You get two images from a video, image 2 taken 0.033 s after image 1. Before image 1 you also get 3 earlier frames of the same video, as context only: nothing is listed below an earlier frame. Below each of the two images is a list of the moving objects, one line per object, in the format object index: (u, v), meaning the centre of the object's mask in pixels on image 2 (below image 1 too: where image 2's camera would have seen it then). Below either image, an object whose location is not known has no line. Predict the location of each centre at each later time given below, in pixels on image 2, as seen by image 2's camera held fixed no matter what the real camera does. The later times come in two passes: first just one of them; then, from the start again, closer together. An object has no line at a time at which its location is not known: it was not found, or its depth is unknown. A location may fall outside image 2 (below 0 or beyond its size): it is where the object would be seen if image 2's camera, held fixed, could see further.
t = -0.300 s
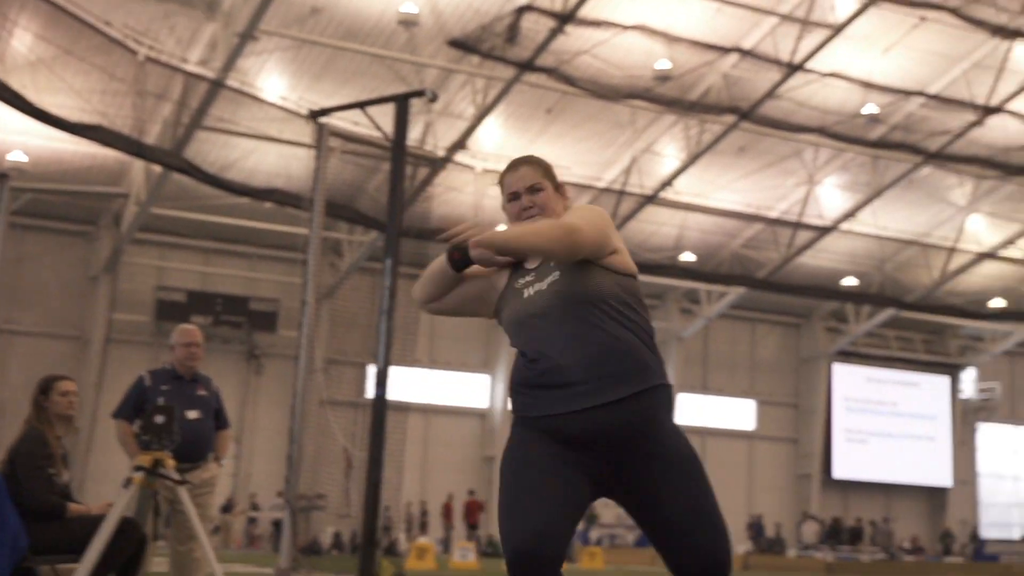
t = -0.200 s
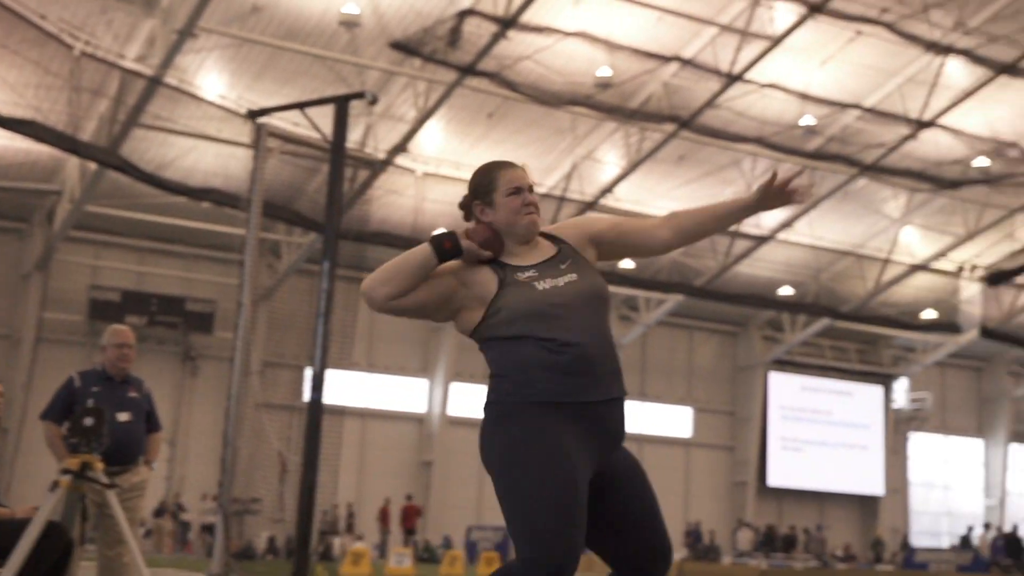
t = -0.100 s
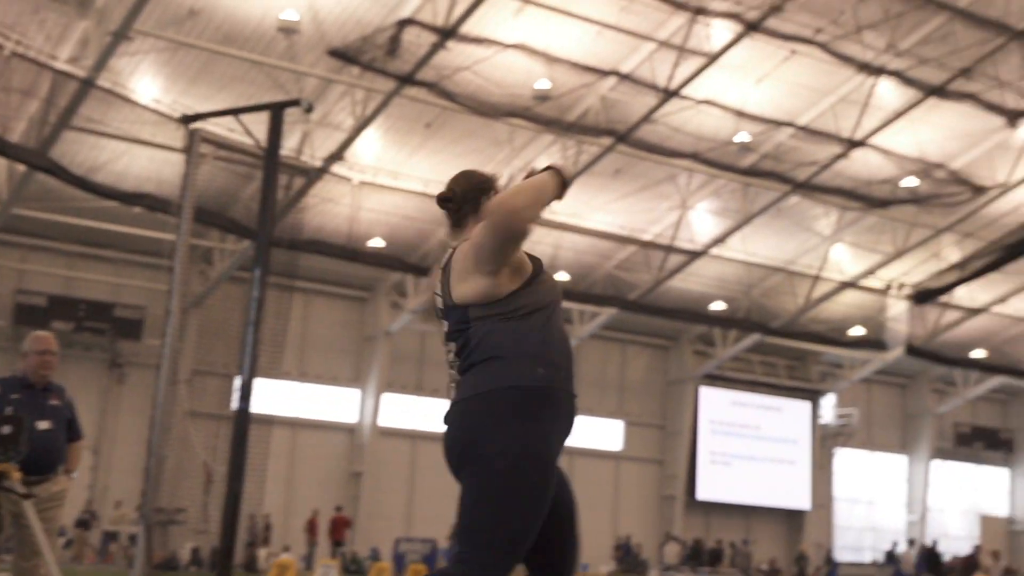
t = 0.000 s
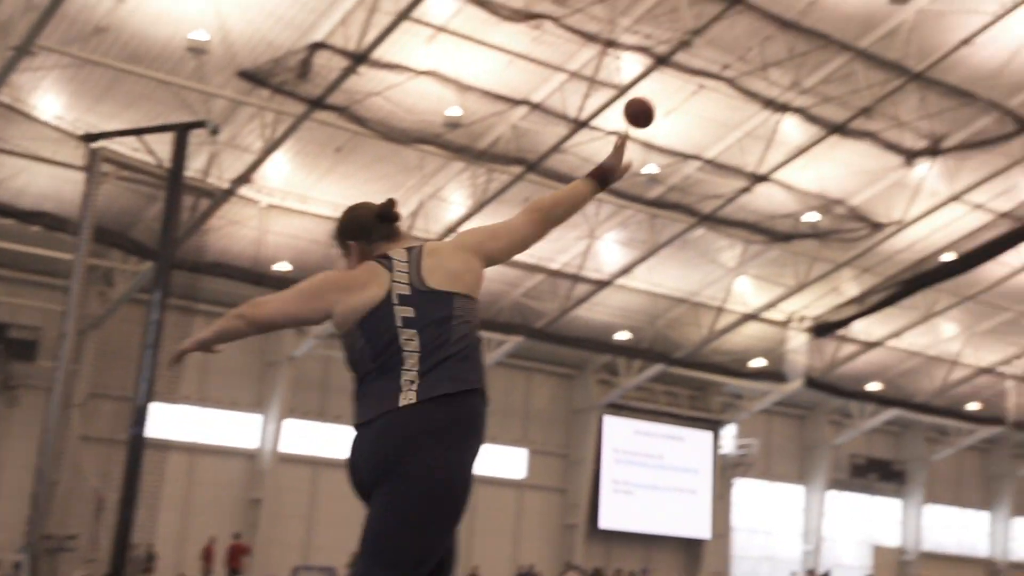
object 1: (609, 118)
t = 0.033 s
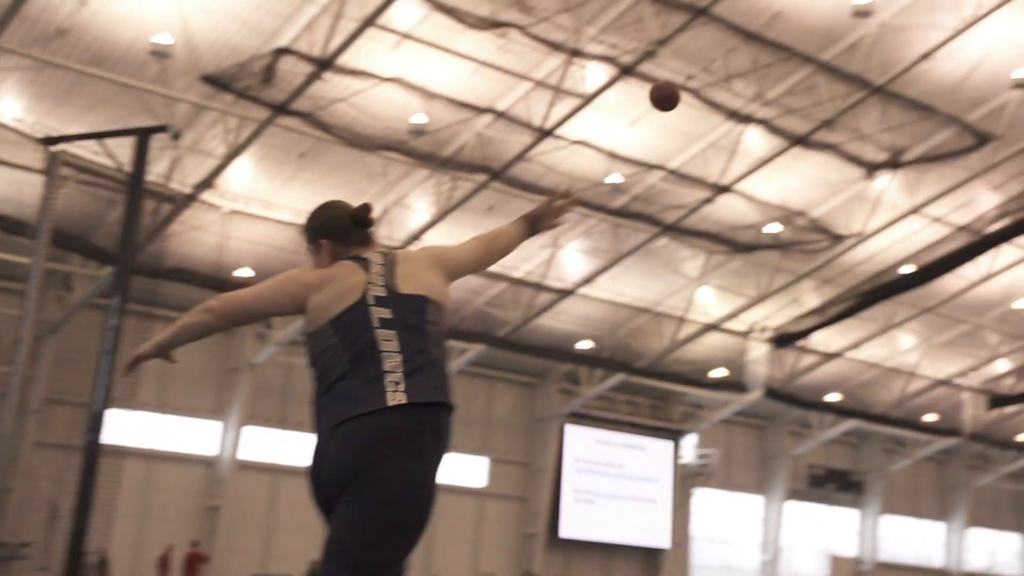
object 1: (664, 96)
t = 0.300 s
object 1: (1030, 14)
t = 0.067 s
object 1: (721, 75)
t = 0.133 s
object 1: (822, 43)
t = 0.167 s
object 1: (869, 31)
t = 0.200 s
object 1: (912, 22)
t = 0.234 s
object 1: (954, 17)
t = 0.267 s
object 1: (992, 14)
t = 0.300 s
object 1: (1030, 14)
